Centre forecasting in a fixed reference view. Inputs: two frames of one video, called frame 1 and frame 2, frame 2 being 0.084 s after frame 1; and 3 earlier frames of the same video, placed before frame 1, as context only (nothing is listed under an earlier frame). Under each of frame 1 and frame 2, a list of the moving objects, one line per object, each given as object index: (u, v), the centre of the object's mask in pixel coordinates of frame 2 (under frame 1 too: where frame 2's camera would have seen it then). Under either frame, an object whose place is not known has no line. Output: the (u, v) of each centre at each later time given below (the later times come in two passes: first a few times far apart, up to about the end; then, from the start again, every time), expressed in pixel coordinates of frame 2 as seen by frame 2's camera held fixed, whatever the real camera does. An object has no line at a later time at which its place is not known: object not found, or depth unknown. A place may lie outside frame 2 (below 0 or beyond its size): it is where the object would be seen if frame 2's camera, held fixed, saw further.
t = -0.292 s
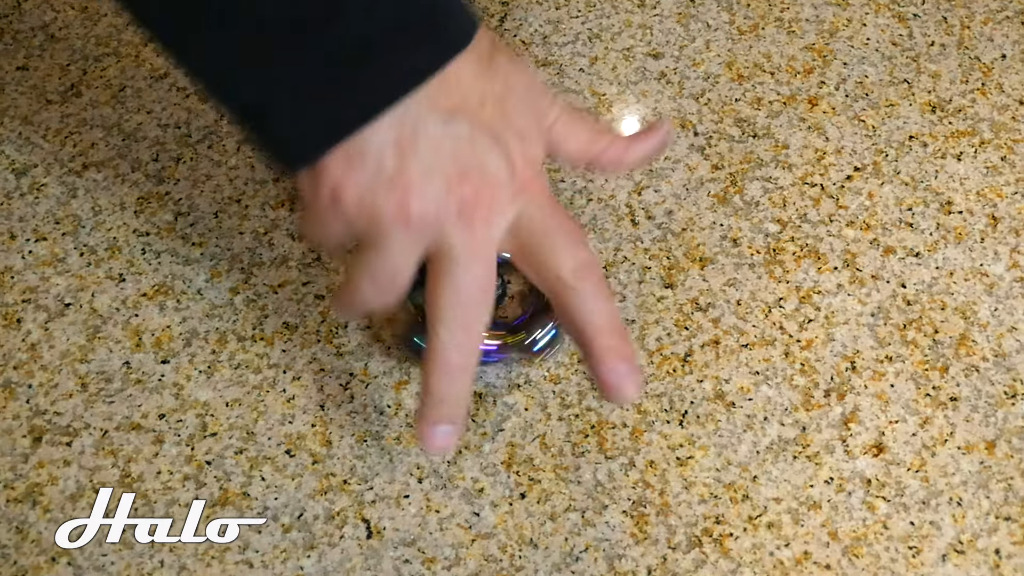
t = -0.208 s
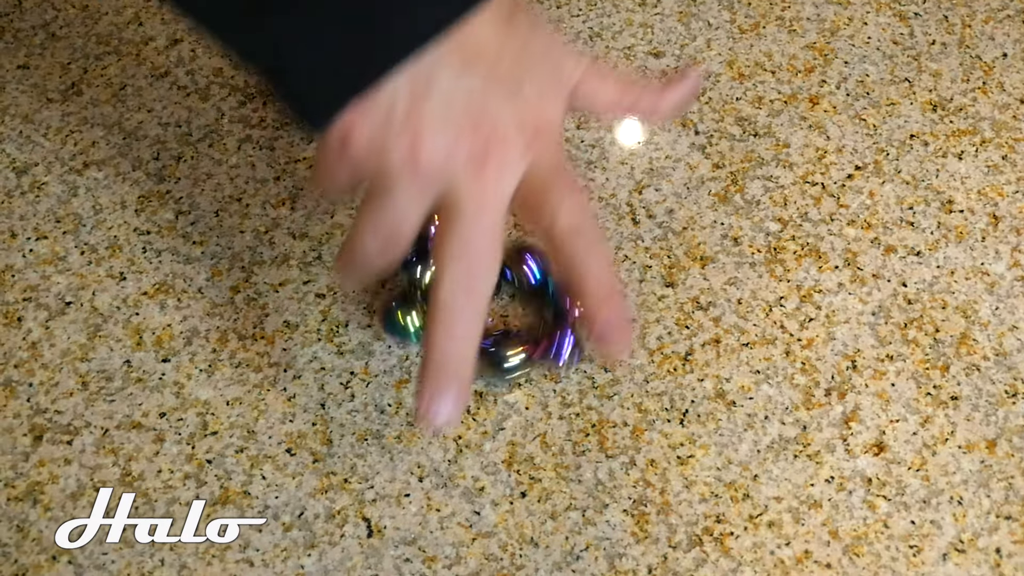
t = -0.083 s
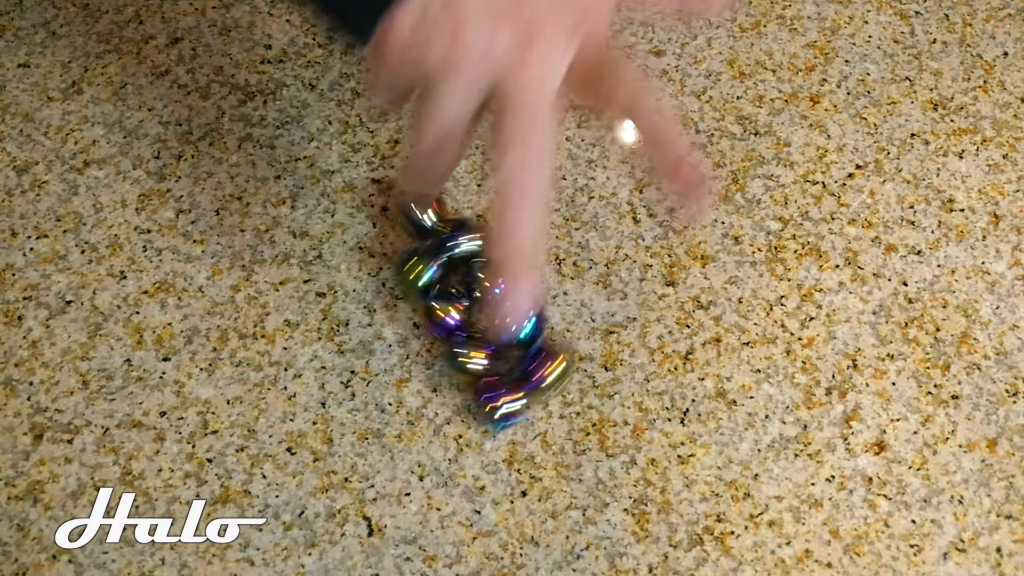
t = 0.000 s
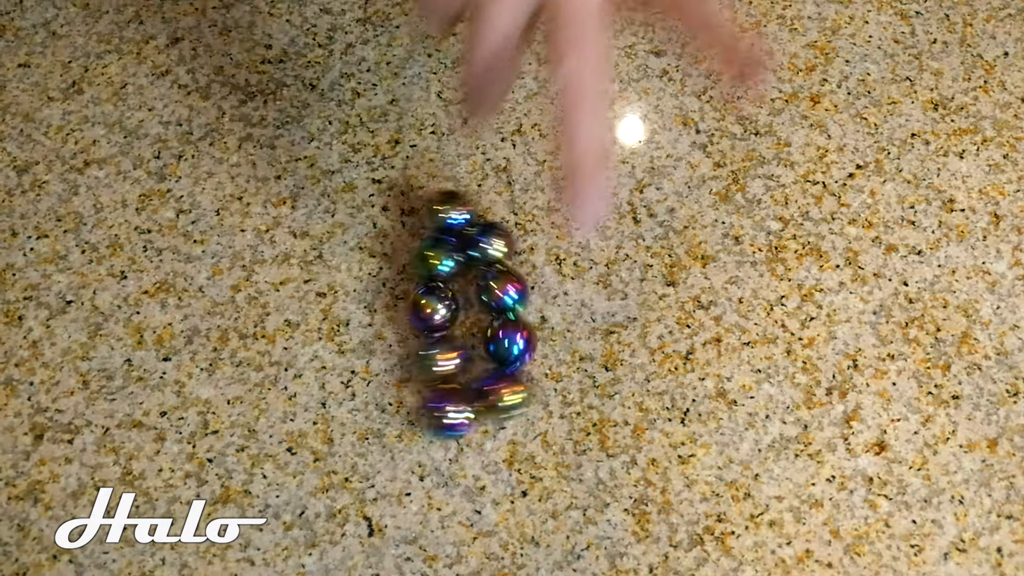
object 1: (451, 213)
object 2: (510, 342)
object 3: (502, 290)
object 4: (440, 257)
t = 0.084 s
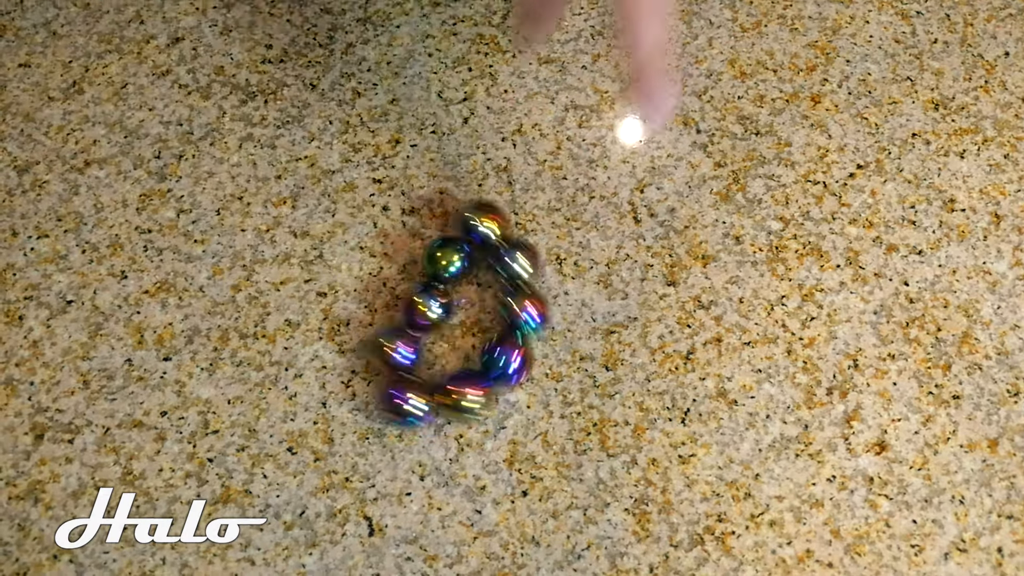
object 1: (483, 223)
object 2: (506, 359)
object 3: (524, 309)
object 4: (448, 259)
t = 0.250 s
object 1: (506, 300)
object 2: (479, 387)
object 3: (535, 379)
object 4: (457, 276)
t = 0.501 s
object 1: (508, 352)
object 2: (389, 409)
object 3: (443, 432)
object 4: (504, 298)
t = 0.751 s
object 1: (487, 419)
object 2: (341, 373)
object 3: (375, 414)
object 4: (517, 375)
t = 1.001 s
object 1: (423, 451)
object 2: (350, 351)
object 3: (335, 401)
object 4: (470, 417)
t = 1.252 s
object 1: (388, 454)
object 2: (345, 320)
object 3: (326, 368)
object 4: (447, 460)
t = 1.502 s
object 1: (347, 460)
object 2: (368, 323)
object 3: (329, 362)
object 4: (405, 466)
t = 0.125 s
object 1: (498, 239)
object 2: (502, 367)
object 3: (533, 326)
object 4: (450, 260)
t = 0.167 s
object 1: (507, 259)
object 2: (493, 373)
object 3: (538, 341)
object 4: (453, 264)
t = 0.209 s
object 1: (507, 284)
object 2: (488, 377)
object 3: (538, 356)
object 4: (454, 269)
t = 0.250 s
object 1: (506, 300)
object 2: (479, 387)
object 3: (535, 379)
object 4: (457, 276)
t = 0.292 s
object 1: (505, 312)
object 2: (470, 394)
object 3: (528, 400)
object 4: (460, 280)
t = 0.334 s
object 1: (506, 320)
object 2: (455, 400)
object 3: (513, 415)
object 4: (465, 283)
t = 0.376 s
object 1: (506, 330)
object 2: (440, 406)
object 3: (494, 428)
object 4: (472, 286)
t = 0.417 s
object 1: (504, 338)
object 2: (424, 408)
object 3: (475, 434)
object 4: (481, 288)
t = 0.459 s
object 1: (503, 345)
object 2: (407, 409)
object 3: (460, 434)
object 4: (492, 293)
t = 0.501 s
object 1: (508, 352)
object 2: (389, 409)
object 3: (443, 432)
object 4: (504, 298)
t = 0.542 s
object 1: (513, 360)
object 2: (373, 408)
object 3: (427, 429)
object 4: (515, 308)
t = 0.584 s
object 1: (513, 373)
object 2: (359, 404)
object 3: (413, 423)
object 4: (524, 320)
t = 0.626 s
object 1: (509, 385)
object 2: (349, 398)
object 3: (401, 418)
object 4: (528, 334)
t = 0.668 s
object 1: (503, 397)
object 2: (345, 388)
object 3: (393, 415)
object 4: (528, 346)
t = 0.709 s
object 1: (496, 409)
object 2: (342, 381)
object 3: (386, 414)
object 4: (524, 361)
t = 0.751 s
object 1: (487, 419)
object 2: (341, 373)
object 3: (375, 414)
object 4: (517, 375)
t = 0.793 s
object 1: (478, 429)
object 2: (343, 367)
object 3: (367, 414)
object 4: (510, 385)
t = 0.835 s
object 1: (467, 437)
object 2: (346, 363)
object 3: (360, 413)
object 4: (501, 392)
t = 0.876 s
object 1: (454, 443)
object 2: (350, 359)
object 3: (353, 411)
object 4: (489, 400)
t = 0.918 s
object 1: (441, 449)
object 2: (352, 356)
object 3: (348, 408)
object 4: (479, 405)
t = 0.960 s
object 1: (430, 450)
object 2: (352, 354)
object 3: (342, 406)
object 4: (474, 410)
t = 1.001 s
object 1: (423, 451)
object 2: (350, 351)
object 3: (335, 401)
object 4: (470, 417)
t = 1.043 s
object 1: (415, 452)
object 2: (347, 345)
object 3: (329, 395)
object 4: (467, 424)
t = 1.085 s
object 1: (409, 452)
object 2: (344, 340)
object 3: (327, 390)
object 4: (464, 431)
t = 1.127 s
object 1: (404, 452)
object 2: (343, 334)
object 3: (326, 384)
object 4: (461, 438)
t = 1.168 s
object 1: (399, 452)
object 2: (343, 328)
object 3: (325, 378)
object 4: (458, 446)
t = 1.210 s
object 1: (394, 454)
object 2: (343, 323)
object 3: (325, 372)
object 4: (453, 454)
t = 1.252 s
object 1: (388, 454)
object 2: (345, 320)
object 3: (326, 368)
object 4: (447, 460)
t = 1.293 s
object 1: (382, 456)
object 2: (348, 318)
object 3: (327, 365)
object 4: (440, 465)
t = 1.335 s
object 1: (375, 457)
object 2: (352, 317)
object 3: (328, 363)
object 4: (433, 466)
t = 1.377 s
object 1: (368, 458)
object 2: (357, 317)
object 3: (329, 363)
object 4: (425, 467)
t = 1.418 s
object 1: (360, 459)
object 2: (361, 318)
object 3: (330, 362)
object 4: (418, 468)
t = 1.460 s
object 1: (353, 461)
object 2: (365, 321)
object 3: (329, 362)
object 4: (411, 467)
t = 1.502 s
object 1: (347, 460)
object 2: (368, 323)
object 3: (329, 362)
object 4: (405, 466)
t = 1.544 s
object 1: (343, 458)
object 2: (371, 325)
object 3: (329, 361)
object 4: (401, 465)
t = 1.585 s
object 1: (340, 455)
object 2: (373, 327)
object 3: (329, 360)
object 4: (398, 464)
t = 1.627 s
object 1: (338, 453)
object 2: (372, 326)
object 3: (329, 357)
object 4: (395, 465)
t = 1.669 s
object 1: (338, 452)
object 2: (373, 323)
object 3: (328, 354)
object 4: (394, 467)
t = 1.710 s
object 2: (373, 321)
